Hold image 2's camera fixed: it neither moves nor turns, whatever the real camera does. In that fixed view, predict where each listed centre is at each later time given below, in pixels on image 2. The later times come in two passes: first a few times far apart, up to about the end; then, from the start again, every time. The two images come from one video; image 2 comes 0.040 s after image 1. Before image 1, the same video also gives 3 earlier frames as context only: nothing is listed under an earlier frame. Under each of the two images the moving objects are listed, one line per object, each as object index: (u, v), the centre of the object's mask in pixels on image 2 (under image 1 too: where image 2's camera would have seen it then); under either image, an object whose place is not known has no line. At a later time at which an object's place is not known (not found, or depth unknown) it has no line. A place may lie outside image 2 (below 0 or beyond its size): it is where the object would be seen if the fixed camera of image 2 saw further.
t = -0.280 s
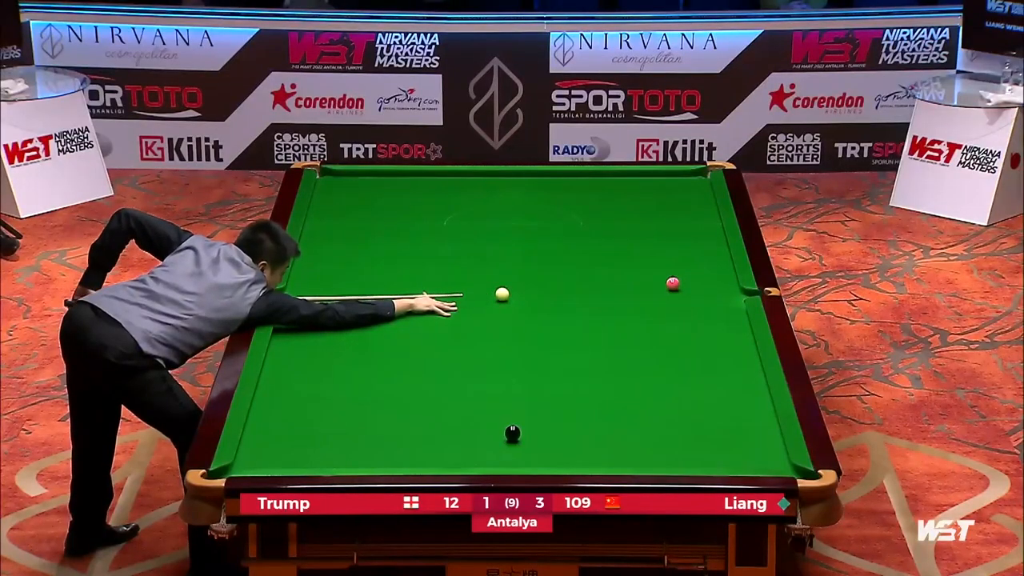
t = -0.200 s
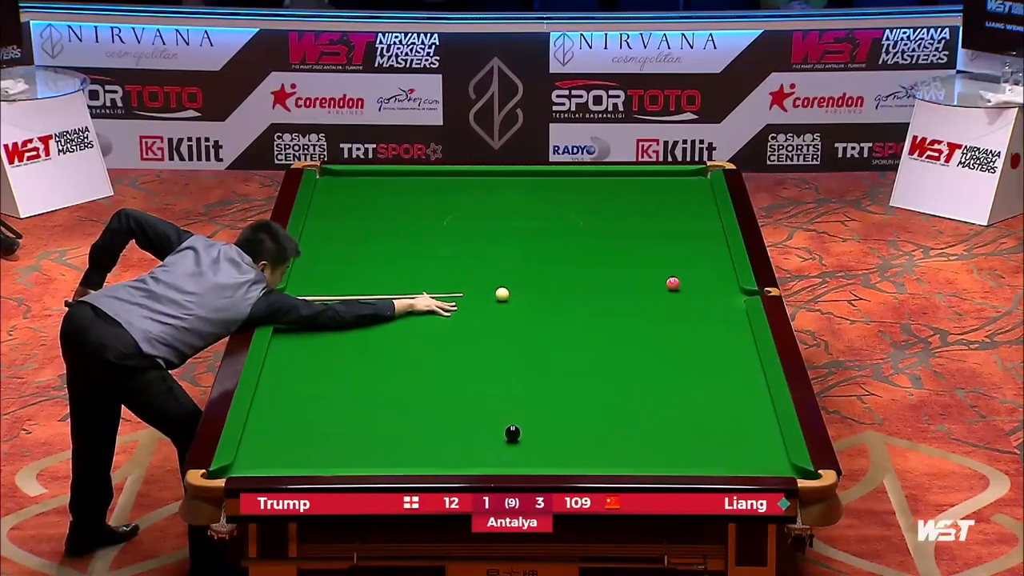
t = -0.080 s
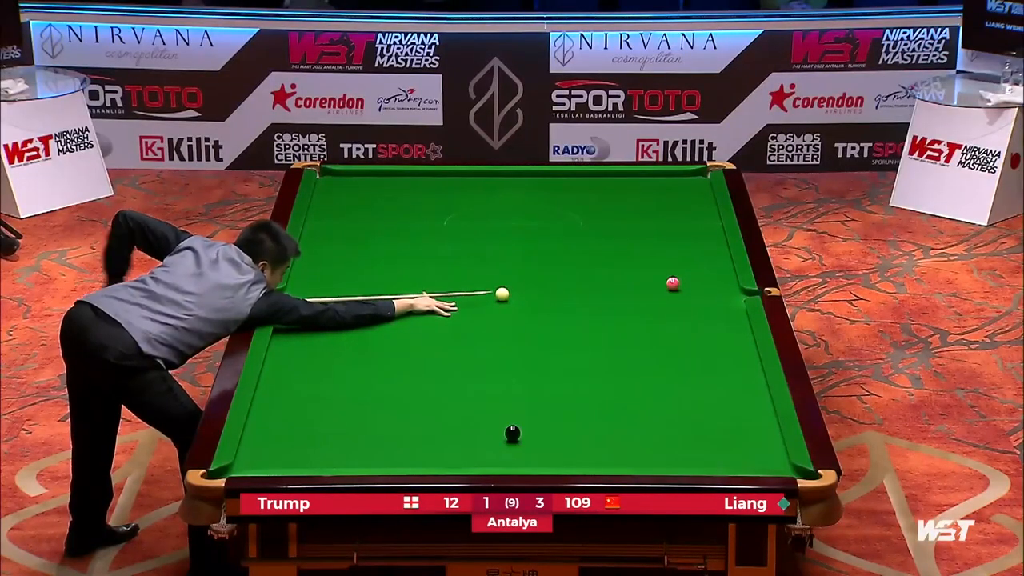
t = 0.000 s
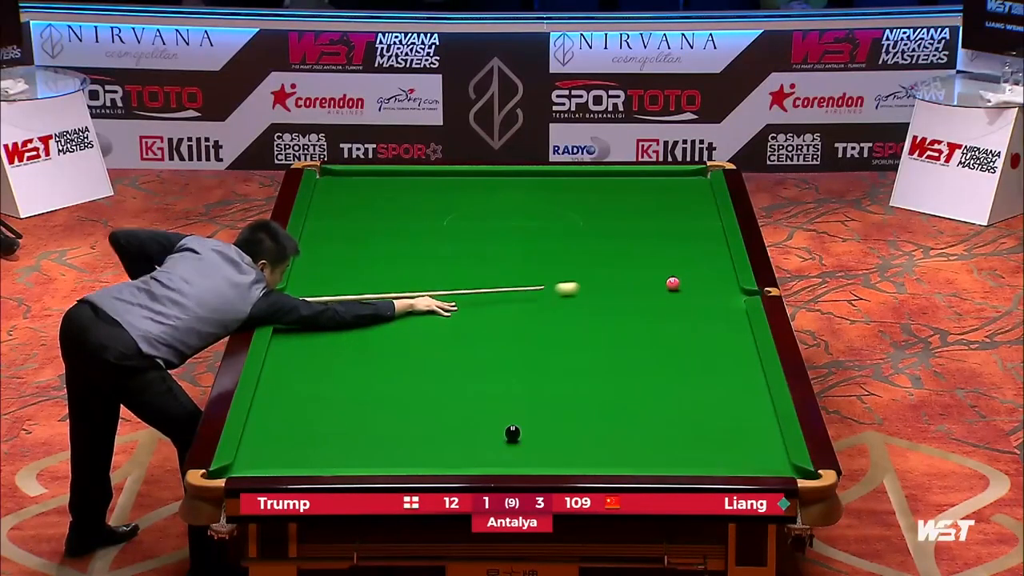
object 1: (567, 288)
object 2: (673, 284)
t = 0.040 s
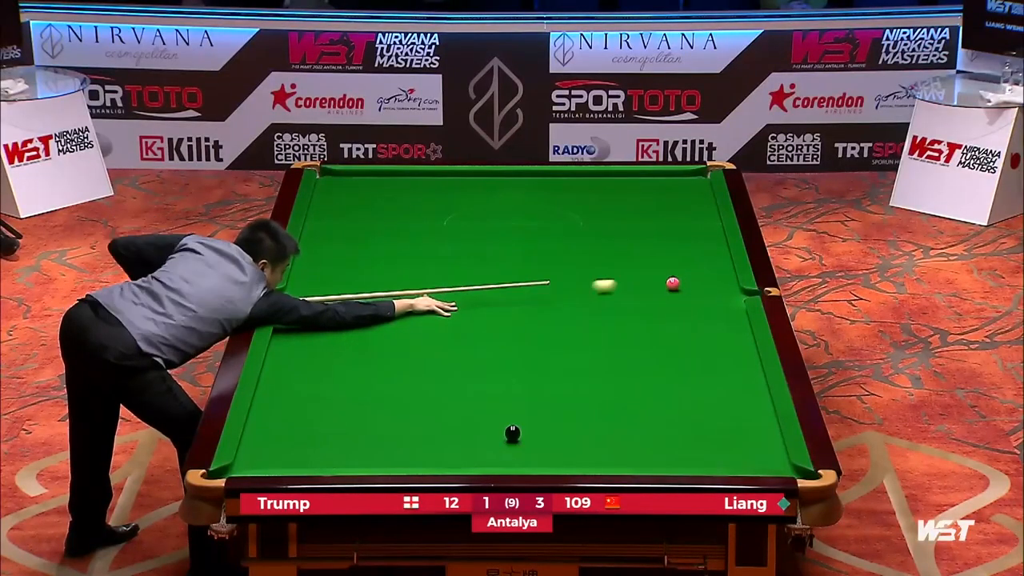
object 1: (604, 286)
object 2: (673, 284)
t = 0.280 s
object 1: (716, 254)
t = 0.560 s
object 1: (645, 223)
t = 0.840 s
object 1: (594, 196)
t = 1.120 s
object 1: (552, 175)
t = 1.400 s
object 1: (508, 192)
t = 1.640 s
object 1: (471, 206)
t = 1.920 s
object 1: (426, 221)
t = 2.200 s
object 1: (381, 238)
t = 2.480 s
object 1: (334, 254)
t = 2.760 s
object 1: (303, 270)
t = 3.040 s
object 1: (326, 285)
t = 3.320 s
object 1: (349, 301)
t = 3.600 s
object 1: (371, 316)
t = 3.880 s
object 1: (393, 331)
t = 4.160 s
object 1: (416, 346)
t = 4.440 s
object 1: (438, 361)
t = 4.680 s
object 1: (457, 374)
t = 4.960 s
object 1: (478, 388)
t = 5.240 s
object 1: (500, 403)
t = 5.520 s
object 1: (521, 418)
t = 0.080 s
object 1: (641, 283)
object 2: (673, 284)
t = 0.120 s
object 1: (666, 278)
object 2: (684, 285)
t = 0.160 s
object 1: (678, 272)
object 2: (709, 289)
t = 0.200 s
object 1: (690, 266)
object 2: (733, 292)
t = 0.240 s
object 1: (703, 260)
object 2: (756, 293)
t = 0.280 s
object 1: (716, 254)
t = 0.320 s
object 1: (718, 249)
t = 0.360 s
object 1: (703, 244)
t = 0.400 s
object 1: (690, 240)
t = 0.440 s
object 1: (677, 235)
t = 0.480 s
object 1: (666, 231)
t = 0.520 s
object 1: (655, 227)
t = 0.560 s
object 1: (645, 223)
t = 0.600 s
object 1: (636, 219)
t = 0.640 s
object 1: (628, 215)
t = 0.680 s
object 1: (620, 211)
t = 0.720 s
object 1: (614, 207)
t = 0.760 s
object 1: (607, 203)
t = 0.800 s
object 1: (601, 199)
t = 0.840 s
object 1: (594, 196)
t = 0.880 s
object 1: (588, 192)
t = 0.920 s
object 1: (582, 189)
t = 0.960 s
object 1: (576, 185)
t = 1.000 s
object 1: (570, 182)
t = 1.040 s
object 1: (564, 178)
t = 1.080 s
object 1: (558, 175)
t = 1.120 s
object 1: (552, 175)
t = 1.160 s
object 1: (546, 178)
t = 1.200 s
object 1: (540, 180)
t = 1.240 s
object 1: (533, 183)
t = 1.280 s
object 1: (527, 186)
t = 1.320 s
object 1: (521, 188)
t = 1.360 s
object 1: (515, 190)
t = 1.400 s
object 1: (508, 192)
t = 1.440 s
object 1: (502, 194)
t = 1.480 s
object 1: (496, 197)
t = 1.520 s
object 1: (490, 199)
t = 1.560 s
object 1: (483, 201)
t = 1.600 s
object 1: (477, 203)
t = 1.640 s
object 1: (471, 206)
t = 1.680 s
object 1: (464, 208)
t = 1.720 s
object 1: (458, 210)
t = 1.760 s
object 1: (452, 212)
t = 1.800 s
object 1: (446, 215)
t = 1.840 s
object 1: (439, 217)
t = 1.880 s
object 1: (433, 219)
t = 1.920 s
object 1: (426, 221)
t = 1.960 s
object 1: (420, 224)
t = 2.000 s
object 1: (413, 226)
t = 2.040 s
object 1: (407, 228)
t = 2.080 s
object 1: (400, 231)
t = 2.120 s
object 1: (394, 233)
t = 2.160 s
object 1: (387, 235)
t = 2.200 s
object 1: (381, 238)
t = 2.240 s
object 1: (374, 240)
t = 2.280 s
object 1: (367, 242)
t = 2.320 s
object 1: (361, 244)
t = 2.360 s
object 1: (354, 247)
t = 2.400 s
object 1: (348, 249)
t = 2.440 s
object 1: (341, 251)
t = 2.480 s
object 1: (334, 254)
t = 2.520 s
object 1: (327, 256)
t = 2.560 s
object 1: (321, 258)
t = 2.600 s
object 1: (314, 261)
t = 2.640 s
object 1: (307, 263)
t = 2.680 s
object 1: (300, 266)
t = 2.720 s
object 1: (299, 268)
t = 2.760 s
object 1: (303, 270)
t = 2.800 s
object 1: (307, 272)
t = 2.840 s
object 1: (310, 274)
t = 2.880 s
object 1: (313, 277)
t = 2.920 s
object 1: (317, 279)
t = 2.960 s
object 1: (320, 281)
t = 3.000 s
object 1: (323, 283)
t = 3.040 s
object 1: (326, 285)
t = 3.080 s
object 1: (329, 287)
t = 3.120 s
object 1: (332, 290)
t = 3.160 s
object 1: (336, 292)
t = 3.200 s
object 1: (339, 294)
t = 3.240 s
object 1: (342, 296)
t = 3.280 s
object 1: (345, 298)
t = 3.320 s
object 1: (349, 301)
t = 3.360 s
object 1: (352, 303)
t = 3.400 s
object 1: (355, 305)
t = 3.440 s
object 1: (358, 307)
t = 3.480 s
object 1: (361, 309)
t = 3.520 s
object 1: (364, 311)
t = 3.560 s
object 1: (368, 314)
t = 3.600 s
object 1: (371, 316)
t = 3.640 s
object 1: (374, 318)
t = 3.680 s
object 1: (377, 320)
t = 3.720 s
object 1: (381, 322)
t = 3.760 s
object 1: (384, 324)
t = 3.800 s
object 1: (387, 327)
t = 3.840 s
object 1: (390, 329)
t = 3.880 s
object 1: (393, 331)
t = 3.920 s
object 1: (396, 333)
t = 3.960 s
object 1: (400, 335)
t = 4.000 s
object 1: (403, 337)
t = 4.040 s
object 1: (406, 339)
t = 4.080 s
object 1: (409, 342)
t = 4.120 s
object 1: (412, 344)
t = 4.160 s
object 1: (416, 346)
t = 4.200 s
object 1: (419, 348)
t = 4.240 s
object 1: (422, 350)
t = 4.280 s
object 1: (425, 352)
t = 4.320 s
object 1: (428, 354)
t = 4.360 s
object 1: (431, 357)
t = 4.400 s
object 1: (435, 359)
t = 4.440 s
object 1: (438, 361)
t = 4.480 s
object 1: (441, 363)
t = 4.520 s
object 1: (444, 365)
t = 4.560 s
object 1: (447, 367)
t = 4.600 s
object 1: (450, 369)
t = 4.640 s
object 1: (453, 372)
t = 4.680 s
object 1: (457, 374)
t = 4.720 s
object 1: (460, 376)
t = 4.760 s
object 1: (463, 378)
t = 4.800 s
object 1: (466, 380)
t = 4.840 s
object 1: (469, 382)
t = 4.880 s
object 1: (472, 384)
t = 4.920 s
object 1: (476, 387)
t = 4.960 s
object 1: (478, 388)
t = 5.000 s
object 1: (481, 391)
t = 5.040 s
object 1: (485, 393)
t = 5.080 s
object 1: (488, 395)
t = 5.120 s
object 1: (491, 397)
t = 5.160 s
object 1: (494, 399)
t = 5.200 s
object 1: (497, 401)
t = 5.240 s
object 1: (500, 403)
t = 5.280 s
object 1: (503, 405)
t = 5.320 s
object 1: (506, 408)
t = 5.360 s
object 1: (509, 410)
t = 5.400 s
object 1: (512, 412)
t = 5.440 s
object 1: (515, 413)
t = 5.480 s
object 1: (518, 416)
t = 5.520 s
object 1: (521, 418)
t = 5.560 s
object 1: (524, 420)
